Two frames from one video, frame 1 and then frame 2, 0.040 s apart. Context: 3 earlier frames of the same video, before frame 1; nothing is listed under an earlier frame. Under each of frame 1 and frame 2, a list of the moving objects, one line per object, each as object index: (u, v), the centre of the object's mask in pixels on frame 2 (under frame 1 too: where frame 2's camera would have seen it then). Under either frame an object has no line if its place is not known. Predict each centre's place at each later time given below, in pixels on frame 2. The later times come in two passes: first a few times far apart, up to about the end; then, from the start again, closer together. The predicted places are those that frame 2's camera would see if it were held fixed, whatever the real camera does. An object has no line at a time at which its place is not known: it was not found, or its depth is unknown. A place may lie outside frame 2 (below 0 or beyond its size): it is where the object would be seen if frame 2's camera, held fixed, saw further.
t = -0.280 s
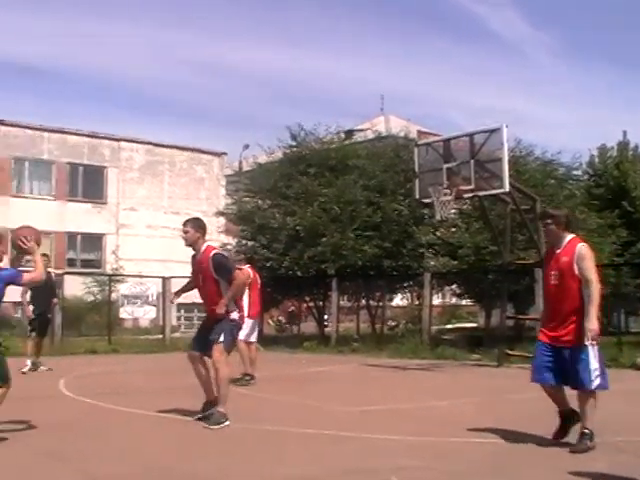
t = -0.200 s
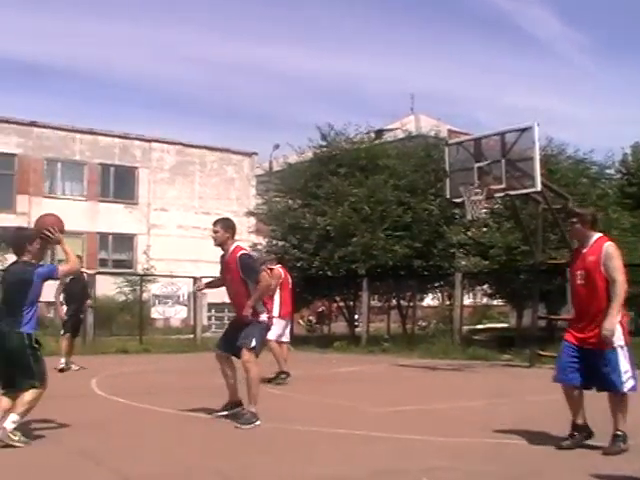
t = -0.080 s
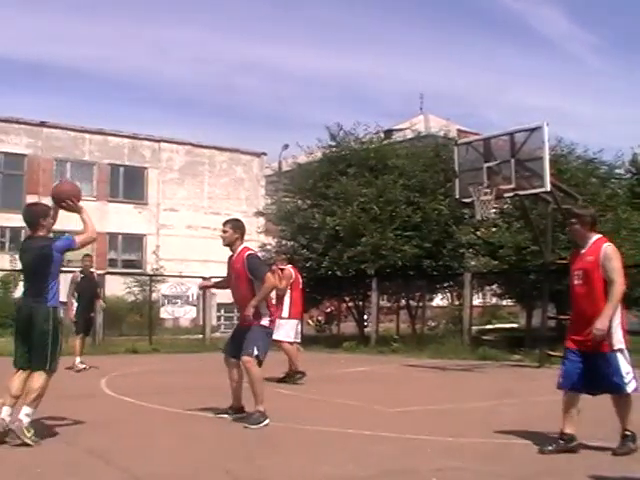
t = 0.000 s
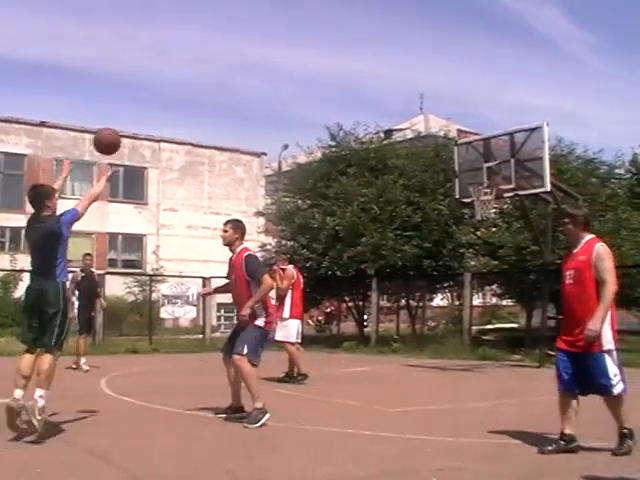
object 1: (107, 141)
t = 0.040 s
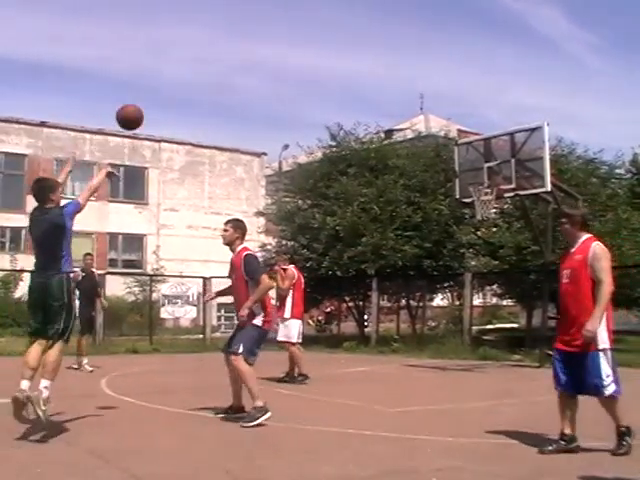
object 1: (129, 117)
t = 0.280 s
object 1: (240, 28)
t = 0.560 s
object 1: (333, 8)
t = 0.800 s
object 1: (394, 37)
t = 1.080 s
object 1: (452, 110)
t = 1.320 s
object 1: (491, 178)
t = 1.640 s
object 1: (443, 110)
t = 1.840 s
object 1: (413, 103)
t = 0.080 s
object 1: (150, 96)
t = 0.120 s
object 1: (170, 77)
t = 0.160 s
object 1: (189, 62)
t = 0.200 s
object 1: (207, 48)
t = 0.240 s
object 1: (224, 37)
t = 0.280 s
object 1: (240, 28)
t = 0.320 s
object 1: (256, 20)
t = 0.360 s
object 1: (270, 14)
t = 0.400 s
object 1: (284, 10)
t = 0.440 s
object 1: (297, 8)
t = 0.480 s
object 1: (309, 7)
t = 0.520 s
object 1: (321, 7)
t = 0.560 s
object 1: (333, 8)
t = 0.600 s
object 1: (344, 11)
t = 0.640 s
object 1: (354, 14)
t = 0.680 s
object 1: (365, 18)
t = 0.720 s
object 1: (375, 24)
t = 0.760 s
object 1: (384, 30)
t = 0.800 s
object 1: (394, 37)
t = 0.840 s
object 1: (403, 45)
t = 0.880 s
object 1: (411, 54)
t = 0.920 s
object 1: (420, 64)
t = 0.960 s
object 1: (428, 74)
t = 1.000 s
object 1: (436, 85)
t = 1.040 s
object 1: (444, 97)
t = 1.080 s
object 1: (452, 110)
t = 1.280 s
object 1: (492, 183)
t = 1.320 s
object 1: (491, 178)
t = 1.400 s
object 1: (474, 152)
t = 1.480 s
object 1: (464, 135)
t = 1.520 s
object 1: (458, 127)
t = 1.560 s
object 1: (453, 121)
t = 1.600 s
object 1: (448, 115)
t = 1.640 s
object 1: (443, 110)
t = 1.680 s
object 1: (437, 107)
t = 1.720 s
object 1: (431, 104)
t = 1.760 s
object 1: (425, 103)
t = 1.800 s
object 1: (419, 103)
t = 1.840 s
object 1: (413, 103)
